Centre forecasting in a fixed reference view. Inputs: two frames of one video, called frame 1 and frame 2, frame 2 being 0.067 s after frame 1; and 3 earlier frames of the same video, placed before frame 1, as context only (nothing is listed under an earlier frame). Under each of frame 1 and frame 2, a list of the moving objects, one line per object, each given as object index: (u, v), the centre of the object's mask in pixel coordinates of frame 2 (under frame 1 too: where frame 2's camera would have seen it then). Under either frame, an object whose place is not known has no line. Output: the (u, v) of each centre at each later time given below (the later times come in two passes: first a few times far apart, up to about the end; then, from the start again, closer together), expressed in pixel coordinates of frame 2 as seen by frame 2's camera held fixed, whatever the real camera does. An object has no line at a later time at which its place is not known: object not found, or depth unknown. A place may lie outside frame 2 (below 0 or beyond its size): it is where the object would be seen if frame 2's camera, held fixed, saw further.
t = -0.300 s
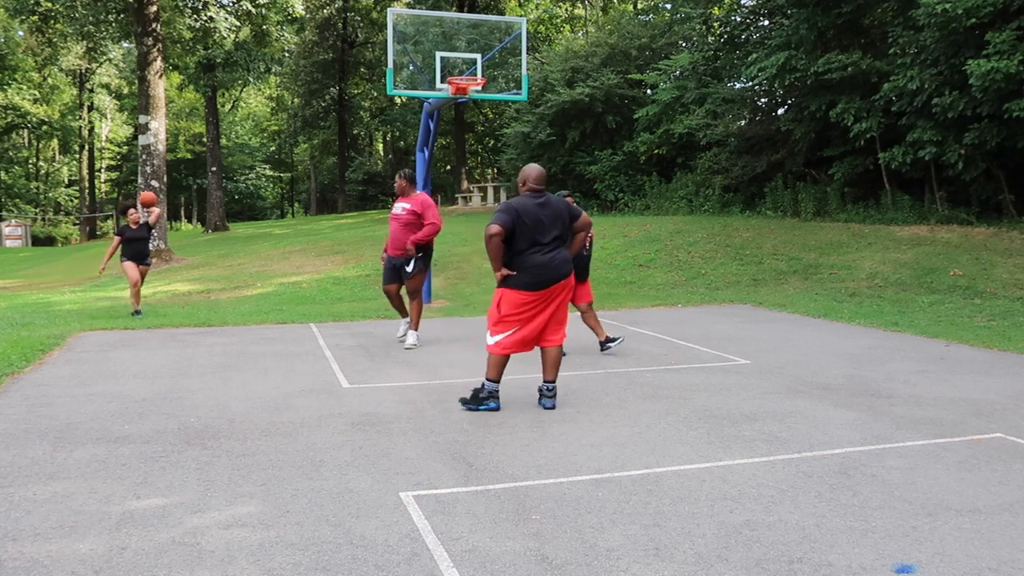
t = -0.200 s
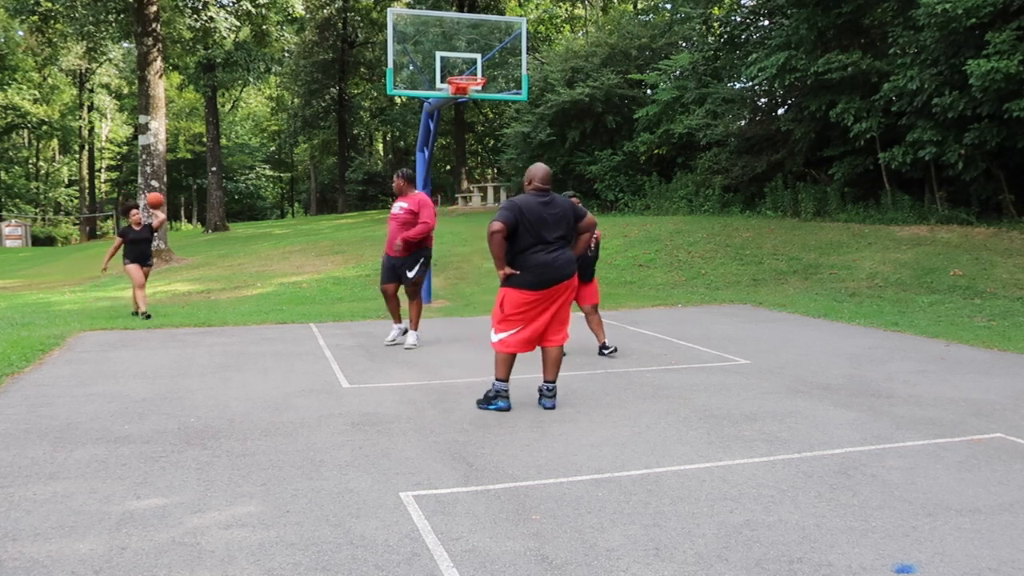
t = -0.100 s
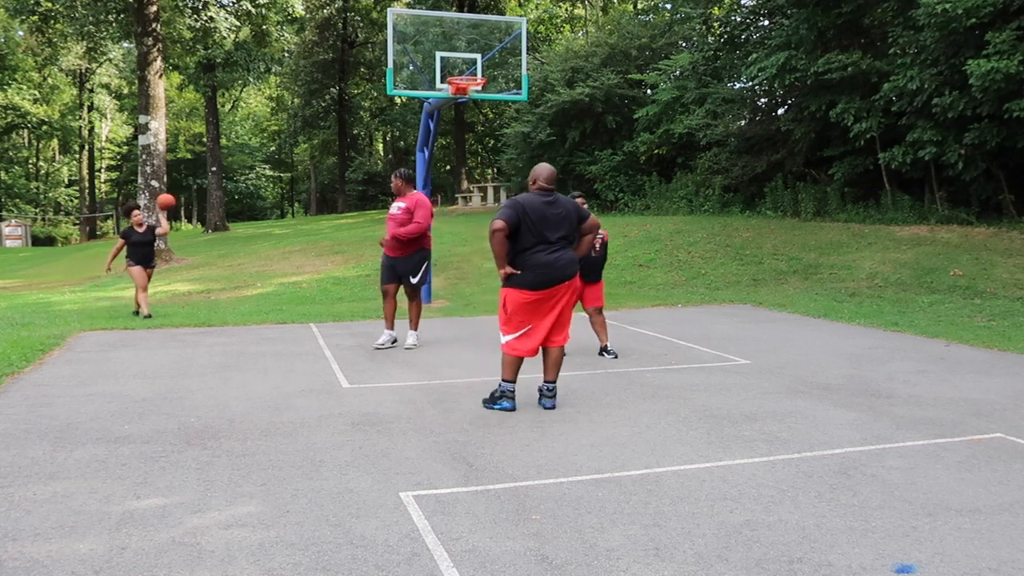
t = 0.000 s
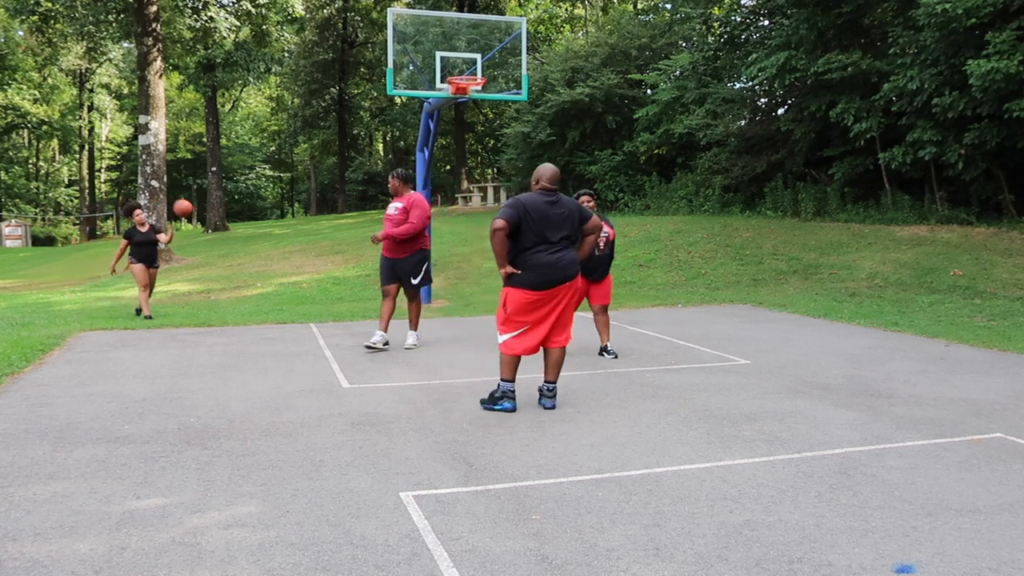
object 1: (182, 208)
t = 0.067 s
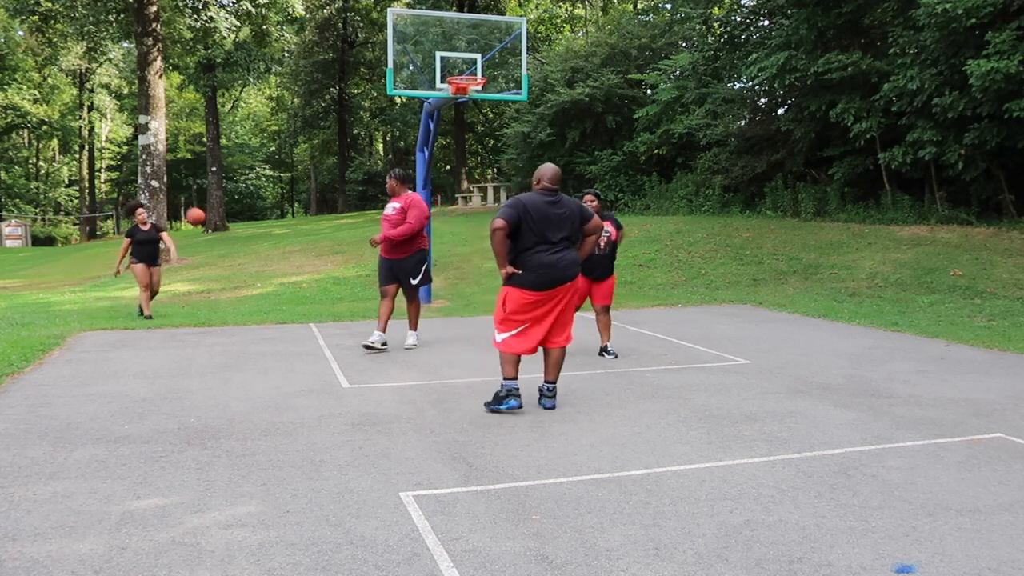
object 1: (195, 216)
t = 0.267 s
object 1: (236, 265)
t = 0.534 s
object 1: (280, 277)
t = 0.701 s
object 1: (298, 236)
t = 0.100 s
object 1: (201, 222)
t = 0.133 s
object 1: (208, 229)
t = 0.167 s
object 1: (214, 236)
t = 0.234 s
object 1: (229, 254)
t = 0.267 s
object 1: (236, 265)
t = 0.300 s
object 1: (243, 277)
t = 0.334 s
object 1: (251, 290)
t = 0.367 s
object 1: (259, 304)
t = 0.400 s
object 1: (266, 320)
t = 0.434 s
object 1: (270, 310)
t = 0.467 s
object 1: (273, 299)
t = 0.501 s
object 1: (277, 288)
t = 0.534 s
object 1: (280, 277)
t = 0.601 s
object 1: (287, 258)
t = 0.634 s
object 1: (291, 250)
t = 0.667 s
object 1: (294, 243)
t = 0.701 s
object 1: (298, 236)
